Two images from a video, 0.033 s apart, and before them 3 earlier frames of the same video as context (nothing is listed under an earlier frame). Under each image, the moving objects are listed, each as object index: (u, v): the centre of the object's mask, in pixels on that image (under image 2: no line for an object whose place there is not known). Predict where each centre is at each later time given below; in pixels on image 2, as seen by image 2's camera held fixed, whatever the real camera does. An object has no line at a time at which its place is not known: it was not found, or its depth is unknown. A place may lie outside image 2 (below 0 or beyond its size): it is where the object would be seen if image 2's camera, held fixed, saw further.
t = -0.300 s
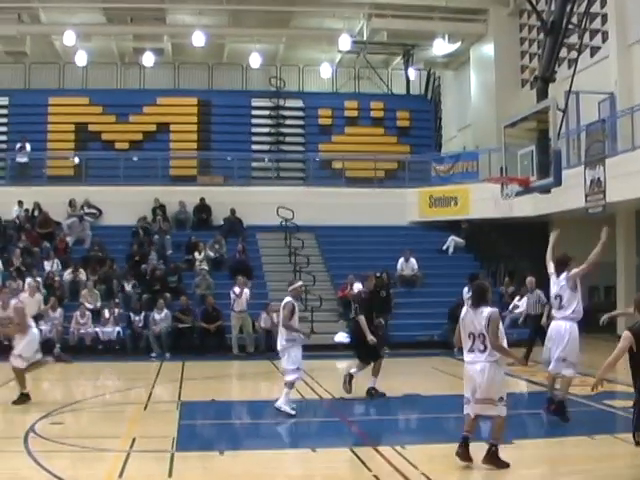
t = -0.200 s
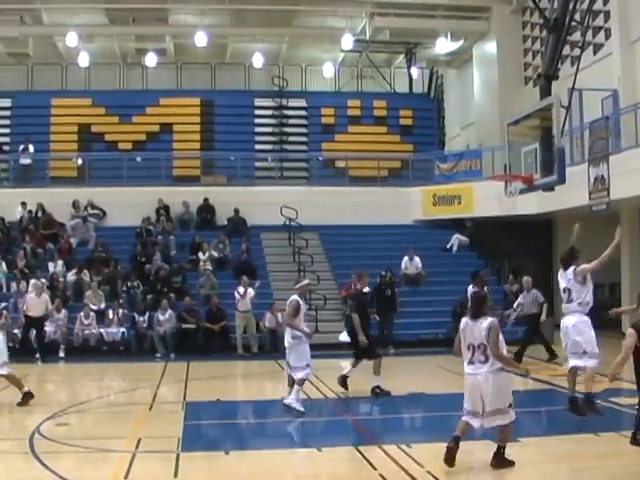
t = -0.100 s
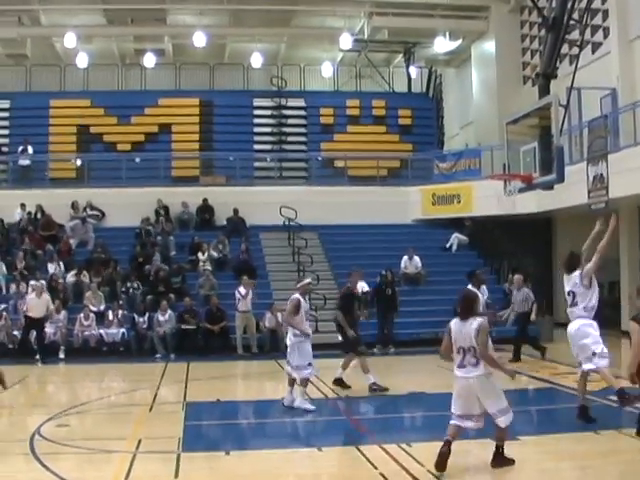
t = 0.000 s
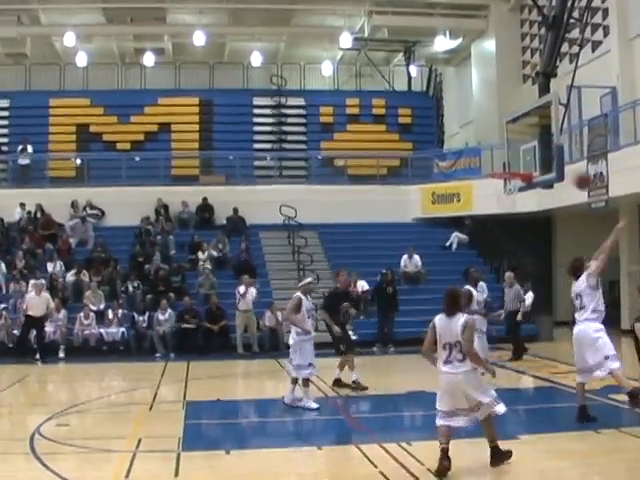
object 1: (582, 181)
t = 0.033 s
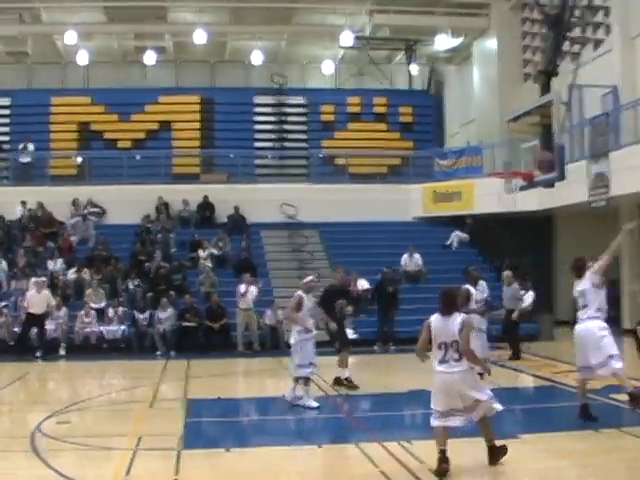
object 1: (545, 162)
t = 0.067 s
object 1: (505, 144)
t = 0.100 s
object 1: (465, 130)
